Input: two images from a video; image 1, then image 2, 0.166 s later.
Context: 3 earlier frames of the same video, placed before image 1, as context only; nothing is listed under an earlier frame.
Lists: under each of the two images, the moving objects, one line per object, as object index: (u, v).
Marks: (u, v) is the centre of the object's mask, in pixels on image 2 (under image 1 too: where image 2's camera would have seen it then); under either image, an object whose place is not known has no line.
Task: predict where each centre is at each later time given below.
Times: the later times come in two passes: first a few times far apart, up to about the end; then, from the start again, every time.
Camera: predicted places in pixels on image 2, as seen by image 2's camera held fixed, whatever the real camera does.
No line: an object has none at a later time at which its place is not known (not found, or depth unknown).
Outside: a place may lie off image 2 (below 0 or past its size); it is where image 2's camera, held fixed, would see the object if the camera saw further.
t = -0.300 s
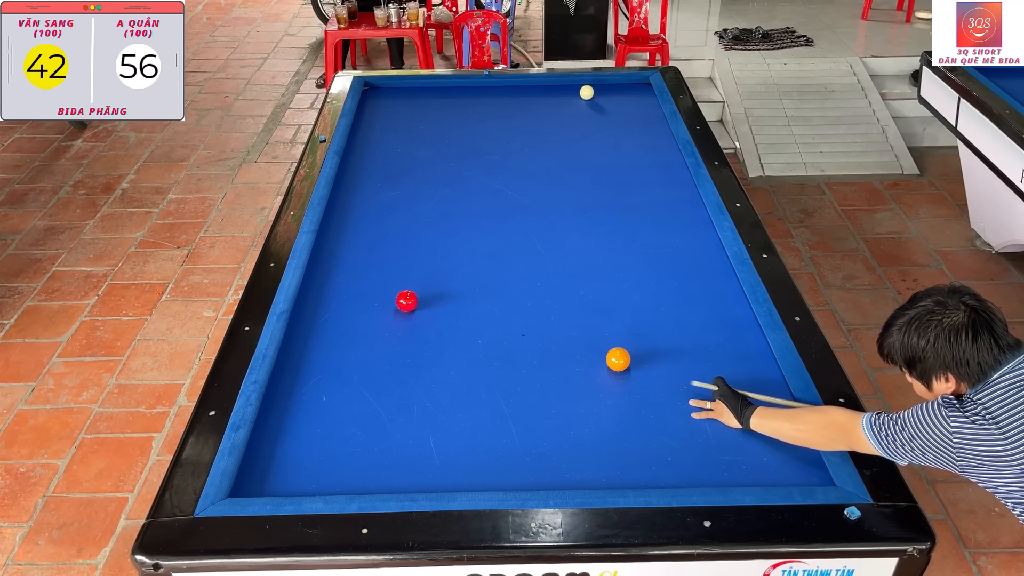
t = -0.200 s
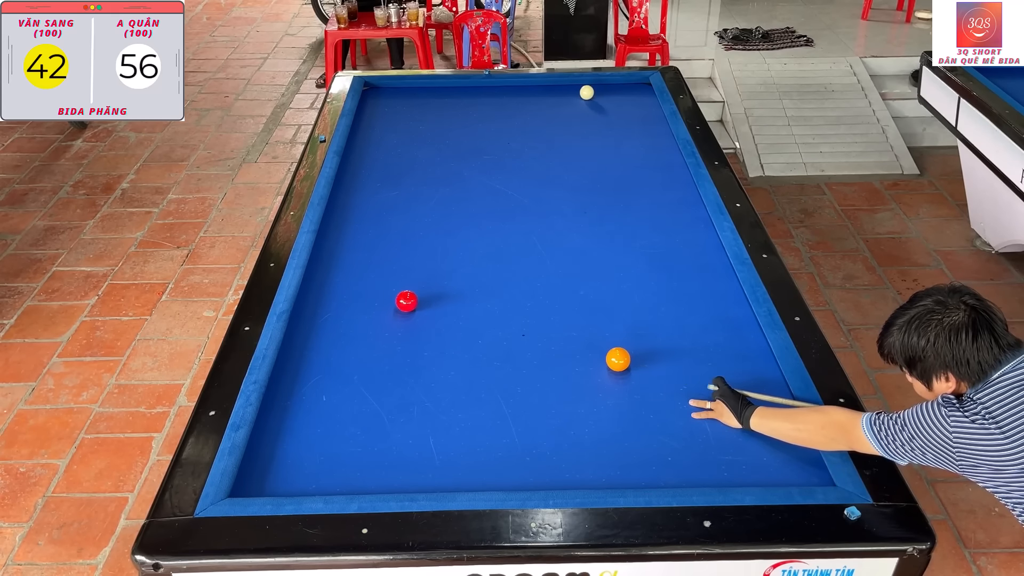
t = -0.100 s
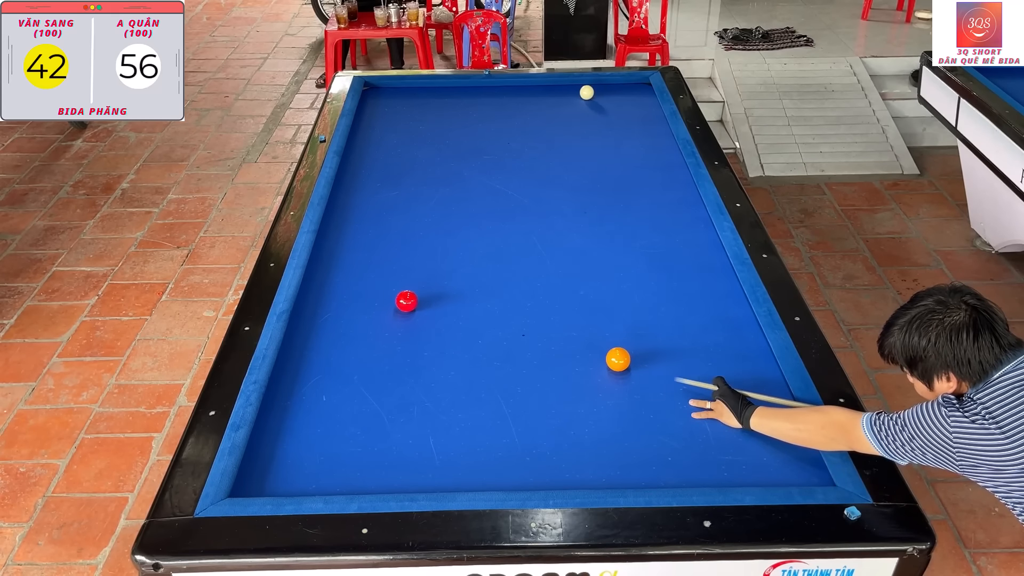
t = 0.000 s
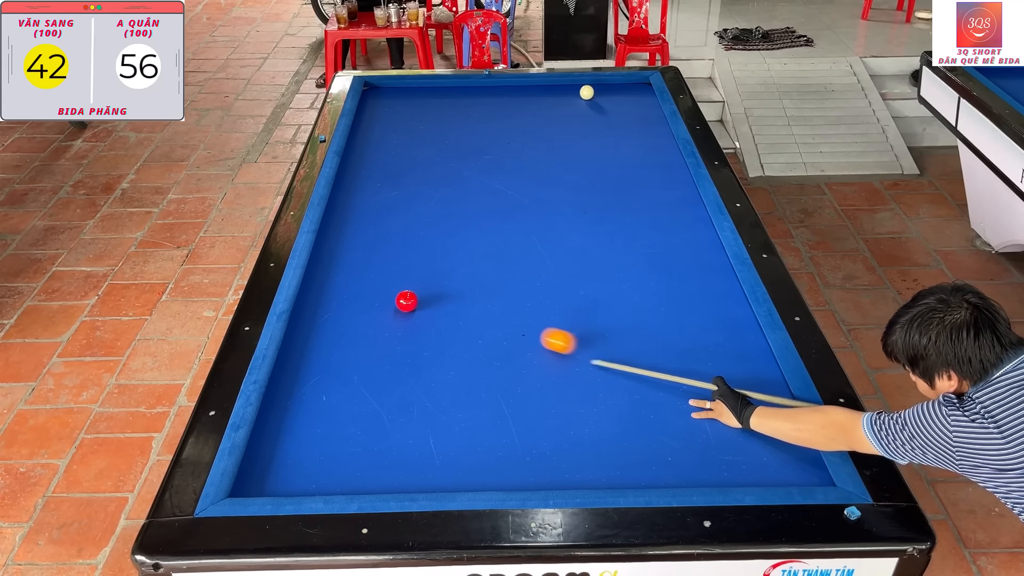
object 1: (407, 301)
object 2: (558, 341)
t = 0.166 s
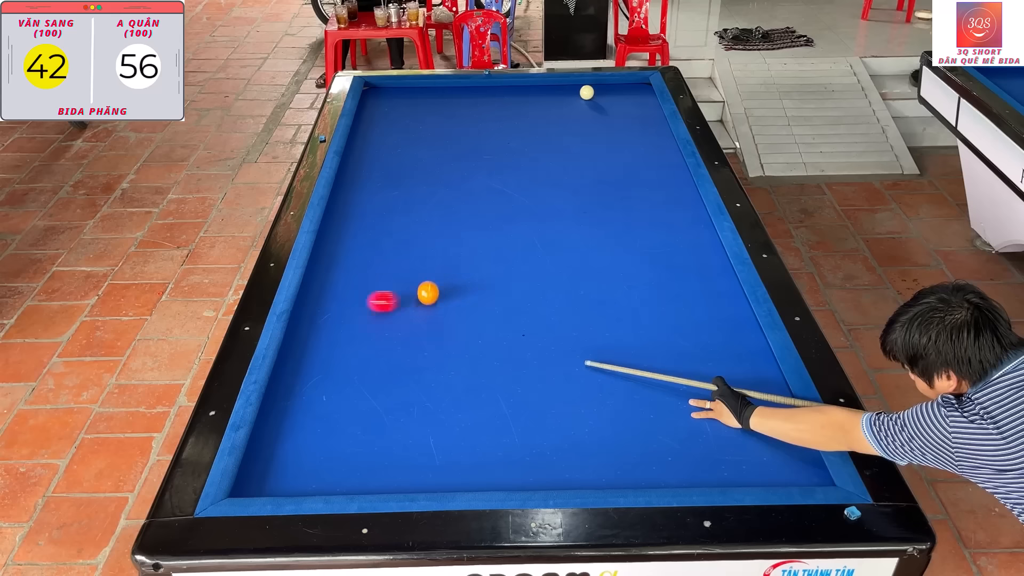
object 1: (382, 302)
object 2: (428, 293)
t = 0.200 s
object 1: (354, 302)
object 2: (428, 284)
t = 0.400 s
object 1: (380, 300)
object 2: (432, 244)
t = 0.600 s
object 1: (481, 296)
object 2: (444, 216)
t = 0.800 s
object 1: (568, 292)
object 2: (460, 195)
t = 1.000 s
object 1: (652, 288)
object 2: (474, 176)
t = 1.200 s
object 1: (728, 285)
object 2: (488, 159)
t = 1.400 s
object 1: (662, 285)
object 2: (500, 143)
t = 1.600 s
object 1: (613, 285)
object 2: (511, 129)
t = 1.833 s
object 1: (561, 285)
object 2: (523, 113)
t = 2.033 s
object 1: (518, 285)
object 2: (532, 101)
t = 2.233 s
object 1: (475, 285)
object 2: (541, 89)
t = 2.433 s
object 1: (433, 285)
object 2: (547, 85)
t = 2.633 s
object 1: (392, 284)
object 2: (549, 91)
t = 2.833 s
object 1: (351, 284)
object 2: (551, 96)
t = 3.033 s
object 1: (311, 284)
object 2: (552, 102)
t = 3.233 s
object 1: (337, 283)
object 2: (554, 107)
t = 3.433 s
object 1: (359, 282)
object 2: (556, 112)
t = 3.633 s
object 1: (380, 281)
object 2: (558, 118)
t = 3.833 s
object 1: (400, 281)
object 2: (559, 123)
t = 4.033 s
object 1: (420, 280)
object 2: (561, 128)
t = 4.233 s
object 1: (439, 279)
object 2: (563, 133)
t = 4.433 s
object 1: (458, 279)
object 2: (565, 138)
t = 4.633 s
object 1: (476, 278)
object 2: (567, 143)
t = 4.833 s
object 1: (493, 278)
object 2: (569, 148)
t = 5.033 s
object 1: (510, 277)
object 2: (571, 152)
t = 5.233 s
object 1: (526, 277)
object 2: (573, 157)
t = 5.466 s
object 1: (545, 276)
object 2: (576, 162)
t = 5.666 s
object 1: (560, 276)
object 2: (578, 167)
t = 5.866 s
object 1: (574, 276)
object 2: (580, 171)
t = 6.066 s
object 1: (588, 276)
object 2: (582, 175)
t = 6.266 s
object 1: (602, 275)
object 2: (584, 179)
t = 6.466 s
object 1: (615, 275)
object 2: (586, 183)
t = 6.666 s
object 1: (628, 275)
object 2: (588, 186)
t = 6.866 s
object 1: (640, 275)
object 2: (590, 190)
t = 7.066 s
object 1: (652, 276)
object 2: (592, 193)
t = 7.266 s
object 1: (663, 276)
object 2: (594, 196)
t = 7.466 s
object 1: (674, 276)
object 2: (595, 199)
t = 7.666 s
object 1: (684, 277)
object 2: (597, 202)
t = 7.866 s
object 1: (694, 277)
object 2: (598, 204)
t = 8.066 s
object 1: (703, 278)
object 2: (600, 207)
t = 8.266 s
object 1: (711, 278)
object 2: (601, 209)
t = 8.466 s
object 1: (719, 279)
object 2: (603, 210)
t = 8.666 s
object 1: (727, 279)
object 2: (603, 212)
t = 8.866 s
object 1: (725, 279)
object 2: (604, 213)
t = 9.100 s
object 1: (720, 280)
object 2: (605, 214)
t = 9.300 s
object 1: (717, 280)
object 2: (605, 215)
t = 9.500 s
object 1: (715, 280)
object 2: (605, 215)
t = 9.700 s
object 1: (712, 280)
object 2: (605, 215)
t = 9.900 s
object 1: (711, 280)
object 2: (605, 215)
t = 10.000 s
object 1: (711, 280)
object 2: (605, 215)
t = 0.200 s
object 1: (354, 302)
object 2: (428, 284)
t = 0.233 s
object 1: (327, 303)
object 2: (428, 277)
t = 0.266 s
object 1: (305, 303)
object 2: (428, 269)
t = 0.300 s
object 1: (322, 302)
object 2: (429, 262)
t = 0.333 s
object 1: (342, 302)
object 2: (430, 256)
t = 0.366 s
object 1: (361, 301)
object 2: (431, 250)
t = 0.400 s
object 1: (380, 300)
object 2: (432, 244)
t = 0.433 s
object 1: (398, 299)
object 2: (433, 238)
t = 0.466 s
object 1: (416, 299)
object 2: (435, 233)
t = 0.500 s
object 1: (433, 298)
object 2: (437, 228)
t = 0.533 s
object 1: (450, 297)
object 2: (439, 224)
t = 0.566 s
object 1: (466, 297)
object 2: (441, 220)
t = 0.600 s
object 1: (481, 296)
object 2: (444, 216)
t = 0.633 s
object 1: (496, 295)
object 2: (446, 212)
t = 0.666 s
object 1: (511, 295)
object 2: (449, 209)
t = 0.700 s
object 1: (525, 294)
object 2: (452, 205)
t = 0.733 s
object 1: (539, 293)
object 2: (454, 201)
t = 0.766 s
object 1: (553, 293)
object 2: (457, 198)
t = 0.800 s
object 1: (568, 292)
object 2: (460, 195)
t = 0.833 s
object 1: (582, 291)
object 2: (462, 192)
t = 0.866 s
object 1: (596, 291)
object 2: (465, 188)
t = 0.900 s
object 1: (610, 290)
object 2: (467, 185)
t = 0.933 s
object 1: (624, 290)
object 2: (469, 182)
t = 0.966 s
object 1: (638, 289)
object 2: (472, 179)
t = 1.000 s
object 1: (652, 288)
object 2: (474, 176)
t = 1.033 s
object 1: (666, 288)
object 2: (477, 173)
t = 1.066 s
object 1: (680, 287)
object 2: (479, 170)
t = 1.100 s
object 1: (695, 286)
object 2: (481, 167)
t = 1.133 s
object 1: (708, 286)
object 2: (483, 164)
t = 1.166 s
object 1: (722, 285)
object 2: (485, 162)
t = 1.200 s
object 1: (728, 285)
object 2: (488, 159)
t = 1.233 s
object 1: (716, 285)
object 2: (490, 156)
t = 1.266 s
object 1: (704, 285)
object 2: (492, 154)
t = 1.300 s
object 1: (693, 285)
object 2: (494, 151)
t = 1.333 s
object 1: (682, 285)
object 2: (496, 148)
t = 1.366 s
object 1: (672, 285)
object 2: (498, 146)
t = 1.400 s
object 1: (662, 285)
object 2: (500, 143)
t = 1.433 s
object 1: (653, 285)
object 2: (502, 141)
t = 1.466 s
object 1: (644, 285)
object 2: (504, 138)
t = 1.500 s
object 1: (636, 285)
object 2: (505, 136)
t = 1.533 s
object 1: (628, 285)
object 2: (507, 133)
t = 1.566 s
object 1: (621, 285)
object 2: (509, 131)
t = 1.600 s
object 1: (613, 285)
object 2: (511, 129)
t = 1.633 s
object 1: (606, 285)
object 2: (513, 126)
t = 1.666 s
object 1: (598, 285)
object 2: (515, 124)
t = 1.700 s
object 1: (591, 285)
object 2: (516, 122)
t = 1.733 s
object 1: (583, 285)
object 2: (518, 120)
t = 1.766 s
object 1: (576, 285)
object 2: (520, 117)
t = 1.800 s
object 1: (569, 285)
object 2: (521, 115)
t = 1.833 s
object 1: (561, 285)
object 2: (523, 113)
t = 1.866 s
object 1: (554, 285)
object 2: (525, 111)
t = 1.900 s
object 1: (547, 285)
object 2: (526, 109)
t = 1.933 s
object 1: (539, 285)
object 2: (528, 107)
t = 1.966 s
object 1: (532, 285)
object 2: (529, 105)
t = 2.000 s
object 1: (525, 285)
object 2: (531, 103)
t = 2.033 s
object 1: (518, 285)
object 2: (532, 101)
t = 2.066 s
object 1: (511, 285)
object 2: (534, 99)
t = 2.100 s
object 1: (504, 285)
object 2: (535, 97)
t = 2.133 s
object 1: (496, 285)
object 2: (537, 95)
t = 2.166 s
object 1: (489, 285)
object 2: (538, 93)
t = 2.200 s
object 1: (482, 285)
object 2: (540, 91)
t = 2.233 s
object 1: (475, 285)
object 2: (541, 89)
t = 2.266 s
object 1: (468, 285)
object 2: (543, 87)
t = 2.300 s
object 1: (461, 285)
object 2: (544, 86)
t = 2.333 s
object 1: (454, 285)
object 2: (545, 84)
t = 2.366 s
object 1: (447, 285)
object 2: (547, 83)
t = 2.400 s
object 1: (440, 285)
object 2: (547, 84)
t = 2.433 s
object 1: (433, 285)
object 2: (547, 85)
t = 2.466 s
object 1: (426, 285)
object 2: (547, 87)
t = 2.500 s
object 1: (419, 285)
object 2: (548, 88)
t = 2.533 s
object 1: (412, 285)
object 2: (548, 89)
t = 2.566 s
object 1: (406, 284)
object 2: (548, 90)
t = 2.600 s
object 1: (399, 284)
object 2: (549, 90)
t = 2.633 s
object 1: (392, 284)
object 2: (549, 91)
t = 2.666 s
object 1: (385, 284)
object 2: (549, 92)
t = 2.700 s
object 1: (378, 284)
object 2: (549, 93)
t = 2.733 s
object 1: (371, 284)
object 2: (550, 94)
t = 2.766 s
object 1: (364, 284)
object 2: (550, 95)
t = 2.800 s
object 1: (358, 284)
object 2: (550, 96)
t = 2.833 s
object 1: (351, 284)
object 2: (551, 96)
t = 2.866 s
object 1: (344, 284)
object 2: (551, 97)
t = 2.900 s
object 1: (337, 284)
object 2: (551, 98)
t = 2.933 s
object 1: (330, 284)
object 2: (552, 99)
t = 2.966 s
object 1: (324, 284)
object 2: (552, 100)
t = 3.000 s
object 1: (317, 284)
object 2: (552, 101)
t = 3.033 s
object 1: (311, 284)
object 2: (552, 102)
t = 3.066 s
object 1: (315, 284)
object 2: (553, 103)
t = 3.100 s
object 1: (320, 284)
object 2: (553, 104)
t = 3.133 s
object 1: (325, 283)
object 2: (553, 104)
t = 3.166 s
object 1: (329, 283)
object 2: (554, 105)
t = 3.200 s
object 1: (334, 283)
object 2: (554, 106)
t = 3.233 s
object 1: (337, 283)
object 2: (554, 107)
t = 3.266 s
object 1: (341, 283)
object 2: (554, 108)
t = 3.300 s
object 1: (344, 283)
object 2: (555, 109)
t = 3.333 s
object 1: (348, 283)
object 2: (555, 110)
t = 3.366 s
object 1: (352, 283)
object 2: (555, 110)
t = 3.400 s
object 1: (355, 282)
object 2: (556, 111)
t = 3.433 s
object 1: (359, 282)
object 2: (556, 112)
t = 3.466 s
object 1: (362, 282)
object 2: (556, 113)
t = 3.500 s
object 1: (366, 282)
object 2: (556, 114)
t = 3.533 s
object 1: (369, 282)
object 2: (557, 115)
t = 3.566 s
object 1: (373, 282)
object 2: (557, 116)
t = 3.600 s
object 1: (376, 281)
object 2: (557, 117)
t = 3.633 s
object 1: (380, 281)
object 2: (558, 118)
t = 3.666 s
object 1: (383, 281)
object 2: (558, 118)
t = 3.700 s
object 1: (387, 281)
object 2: (558, 119)
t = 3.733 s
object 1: (390, 281)
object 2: (558, 120)
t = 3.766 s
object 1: (393, 281)
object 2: (559, 121)
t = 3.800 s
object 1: (397, 281)
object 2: (559, 122)
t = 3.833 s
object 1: (400, 281)
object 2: (559, 123)
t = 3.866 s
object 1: (404, 281)
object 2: (560, 124)
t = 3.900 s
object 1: (407, 280)
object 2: (560, 125)
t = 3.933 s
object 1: (410, 280)
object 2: (560, 125)
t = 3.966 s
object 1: (414, 280)
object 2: (561, 126)
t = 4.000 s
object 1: (417, 280)
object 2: (561, 127)
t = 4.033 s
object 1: (420, 280)
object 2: (561, 128)
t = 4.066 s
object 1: (423, 280)
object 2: (561, 129)
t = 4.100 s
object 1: (427, 280)
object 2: (562, 130)
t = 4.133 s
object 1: (430, 280)
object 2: (562, 131)
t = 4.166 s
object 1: (433, 280)
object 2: (562, 131)
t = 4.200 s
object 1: (436, 279)
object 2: (563, 132)
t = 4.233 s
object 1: (439, 279)
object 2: (563, 133)
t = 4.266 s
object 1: (442, 279)
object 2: (563, 134)
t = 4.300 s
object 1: (445, 279)
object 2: (564, 135)
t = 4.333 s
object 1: (448, 279)
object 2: (564, 136)
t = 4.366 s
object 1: (452, 279)
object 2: (564, 137)
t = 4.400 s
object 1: (455, 279)
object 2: (565, 137)
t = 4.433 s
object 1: (458, 279)
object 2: (565, 138)
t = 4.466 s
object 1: (461, 279)
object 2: (565, 139)
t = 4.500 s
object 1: (464, 279)
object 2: (566, 140)
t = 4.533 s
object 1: (467, 279)
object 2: (566, 140)
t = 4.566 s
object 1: (470, 278)
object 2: (566, 141)
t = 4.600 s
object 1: (473, 278)
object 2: (567, 142)
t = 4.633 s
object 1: (476, 278)
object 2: (567, 143)
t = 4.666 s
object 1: (479, 278)
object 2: (567, 144)
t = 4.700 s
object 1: (482, 278)
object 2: (568, 145)
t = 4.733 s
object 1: (484, 278)
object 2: (568, 145)
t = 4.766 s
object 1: (487, 278)
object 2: (569, 146)
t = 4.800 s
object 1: (490, 278)
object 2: (569, 147)
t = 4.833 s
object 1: (493, 278)
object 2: (569, 148)
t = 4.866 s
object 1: (496, 278)
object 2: (570, 149)
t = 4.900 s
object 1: (499, 277)
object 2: (570, 149)
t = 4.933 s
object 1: (502, 277)
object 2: (570, 150)
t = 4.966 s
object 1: (505, 277)
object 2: (571, 151)
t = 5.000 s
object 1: (507, 277)
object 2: (571, 152)
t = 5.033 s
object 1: (510, 277)
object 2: (571, 152)
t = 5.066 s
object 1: (513, 277)
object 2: (572, 153)
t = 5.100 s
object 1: (516, 277)
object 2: (572, 154)
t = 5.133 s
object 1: (518, 277)
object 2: (572, 155)
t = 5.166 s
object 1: (521, 277)
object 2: (573, 156)
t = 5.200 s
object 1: (524, 276)
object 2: (573, 156)
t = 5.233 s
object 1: (526, 277)
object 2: (573, 157)
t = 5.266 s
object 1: (529, 277)
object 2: (574, 158)
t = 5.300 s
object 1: (532, 277)
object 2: (574, 159)
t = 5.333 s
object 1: (534, 276)
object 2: (574, 159)
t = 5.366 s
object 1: (537, 276)
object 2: (575, 160)
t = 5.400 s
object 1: (539, 276)
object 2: (575, 161)
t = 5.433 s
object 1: (542, 276)
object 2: (576, 161)
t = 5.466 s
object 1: (545, 276)
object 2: (576, 162)
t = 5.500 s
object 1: (547, 276)
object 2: (576, 163)
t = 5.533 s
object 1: (550, 276)
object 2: (577, 164)
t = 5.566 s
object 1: (552, 276)
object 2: (577, 165)
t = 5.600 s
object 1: (555, 276)
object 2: (577, 165)
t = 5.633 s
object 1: (557, 276)
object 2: (578, 166)
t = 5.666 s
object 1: (560, 276)
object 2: (578, 167)
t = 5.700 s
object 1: (562, 276)
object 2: (578, 167)
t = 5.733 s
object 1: (565, 276)
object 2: (579, 168)
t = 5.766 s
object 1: (567, 276)
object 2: (579, 169)
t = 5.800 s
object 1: (570, 276)
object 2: (579, 170)
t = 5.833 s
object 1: (572, 276)
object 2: (580, 170)
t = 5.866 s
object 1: (574, 276)
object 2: (580, 171)
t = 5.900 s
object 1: (577, 276)
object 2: (580, 172)
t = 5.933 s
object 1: (579, 276)
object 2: (581, 172)
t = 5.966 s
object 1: (581, 276)
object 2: (581, 173)
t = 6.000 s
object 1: (584, 276)
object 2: (581, 174)
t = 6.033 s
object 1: (586, 276)
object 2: (582, 174)
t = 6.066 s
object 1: (588, 276)
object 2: (582, 175)
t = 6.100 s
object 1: (591, 276)
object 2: (582, 176)
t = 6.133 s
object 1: (593, 276)
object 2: (583, 176)
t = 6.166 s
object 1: (595, 276)
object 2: (583, 177)
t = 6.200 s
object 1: (597, 275)
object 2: (583, 178)
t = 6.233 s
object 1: (600, 275)
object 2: (584, 178)
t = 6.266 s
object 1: (602, 275)
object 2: (584, 179)
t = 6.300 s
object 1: (604, 275)
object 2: (584, 180)
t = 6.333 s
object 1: (606, 275)
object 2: (585, 180)
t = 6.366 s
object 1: (609, 275)
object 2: (585, 181)
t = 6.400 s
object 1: (611, 275)
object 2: (585, 182)
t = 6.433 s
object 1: (613, 275)
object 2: (586, 182)
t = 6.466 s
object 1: (615, 275)
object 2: (586, 183)
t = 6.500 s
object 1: (617, 275)
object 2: (586, 183)
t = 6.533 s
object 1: (619, 275)
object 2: (587, 184)
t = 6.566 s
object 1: (622, 275)
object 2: (587, 185)
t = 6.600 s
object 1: (624, 275)
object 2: (587, 185)
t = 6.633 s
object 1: (626, 275)
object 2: (588, 186)
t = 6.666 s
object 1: (628, 275)
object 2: (588, 186)
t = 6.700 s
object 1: (630, 275)
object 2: (588, 187)
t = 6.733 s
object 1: (632, 275)
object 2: (589, 187)
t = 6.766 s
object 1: (634, 275)
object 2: (589, 188)
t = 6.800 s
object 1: (636, 275)
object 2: (589, 189)
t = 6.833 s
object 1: (638, 275)
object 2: (590, 189)
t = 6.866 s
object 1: (640, 275)
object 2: (590, 190)
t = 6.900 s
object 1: (642, 275)
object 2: (590, 190)
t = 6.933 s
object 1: (644, 275)
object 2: (591, 191)
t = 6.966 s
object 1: (646, 275)
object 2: (591, 192)
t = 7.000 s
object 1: (648, 276)
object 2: (591, 192)
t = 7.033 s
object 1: (650, 276)
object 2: (592, 193)
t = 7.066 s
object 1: (652, 276)
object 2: (592, 193)
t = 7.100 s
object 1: (654, 276)
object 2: (592, 194)
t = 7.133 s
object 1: (656, 276)
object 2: (592, 194)
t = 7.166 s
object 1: (658, 276)
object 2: (593, 195)
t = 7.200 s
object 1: (659, 276)
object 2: (593, 195)
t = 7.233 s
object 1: (661, 276)
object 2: (593, 196)
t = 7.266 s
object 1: (663, 276)
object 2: (594, 196)
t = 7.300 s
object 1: (665, 276)
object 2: (594, 197)
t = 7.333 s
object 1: (667, 276)
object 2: (594, 197)
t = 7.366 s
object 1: (669, 276)
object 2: (594, 198)
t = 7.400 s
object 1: (670, 276)
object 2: (595, 198)
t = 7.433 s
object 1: (672, 276)
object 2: (595, 199)
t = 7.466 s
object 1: (674, 276)
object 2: (595, 199)
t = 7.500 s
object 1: (676, 276)
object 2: (595, 200)
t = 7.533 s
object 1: (677, 276)
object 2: (596, 200)
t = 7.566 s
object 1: (679, 277)
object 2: (596, 201)
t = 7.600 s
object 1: (681, 277)
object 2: (596, 201)
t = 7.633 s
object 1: (682, 277)
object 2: (596, 201)
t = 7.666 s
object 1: (684, 277)
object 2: (597, 202)
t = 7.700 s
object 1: (686, 277)
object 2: (597, 202)
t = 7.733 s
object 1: (687, 277)
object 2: (597, 203)
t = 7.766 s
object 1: (689, 277)
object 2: (598, 203)
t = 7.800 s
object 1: (690, 277)
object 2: (598, 204)
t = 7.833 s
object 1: (692, 277)
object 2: (598, 204)
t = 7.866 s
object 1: (694, 277)
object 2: (598, 204)
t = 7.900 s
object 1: (695, 277)
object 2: (598, 205)
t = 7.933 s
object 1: (697, 277)
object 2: (599, 205)
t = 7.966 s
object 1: (698, 277)
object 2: (599, 205)
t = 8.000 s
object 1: (700, 277)
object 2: (600, 206)
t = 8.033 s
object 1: (701, 278)
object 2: (600, 206)
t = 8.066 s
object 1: (703, 278)
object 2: (600, 207)
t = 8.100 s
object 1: (704, 278)
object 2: (600, 207)
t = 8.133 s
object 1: (706, 278)
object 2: (601, 207)
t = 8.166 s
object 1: (707, 278)
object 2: (601, 208)
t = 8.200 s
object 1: (708, 278)
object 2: (601, 208)
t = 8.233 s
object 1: (710, 278)
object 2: (601, 208)
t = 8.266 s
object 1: (711, 278)
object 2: (601, 209)
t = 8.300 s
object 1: (713, 278)
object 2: (602, 209)
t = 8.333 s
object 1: (714, 278)
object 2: (602, 209)
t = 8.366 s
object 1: (715, 278)
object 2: (602, 210)
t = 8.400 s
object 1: (717, 278)
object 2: (602, 210)
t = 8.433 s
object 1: (718, 279)
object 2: (602, 210)
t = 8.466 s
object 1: (719, 279)
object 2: (603, 210)
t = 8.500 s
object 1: (721, 279)
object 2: (603, 210)
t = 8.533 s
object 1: (722, 279)
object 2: (603, 211)
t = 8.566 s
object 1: (723, 279)
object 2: (603, 211)
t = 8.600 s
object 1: (724, 279)
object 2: (603, 211)
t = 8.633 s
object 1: (726, 279)
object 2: (603, 211)
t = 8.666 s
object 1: (727, 279)
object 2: (603, 212)
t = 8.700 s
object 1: (728, 279)
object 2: (603, 212)
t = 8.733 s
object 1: (727, 279)
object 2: (604, 212)
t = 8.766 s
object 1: (727, 279)
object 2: (604, 212)
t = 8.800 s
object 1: (726, 279)
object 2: (604, 212)
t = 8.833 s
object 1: (725, 279)
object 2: (604, 213)
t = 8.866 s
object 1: (725, 279)
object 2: (604, 213)
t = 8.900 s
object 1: (724, 279)
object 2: (604, 213)
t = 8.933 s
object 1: (723, 279)
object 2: (605, 213)
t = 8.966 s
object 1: (723, 279)
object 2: (605, 213)
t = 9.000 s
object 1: (722, 279)
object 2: (605, 213)
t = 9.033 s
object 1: (722, 280)
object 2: (605, 214)
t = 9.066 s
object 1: (721, 280)
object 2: (605, 214)
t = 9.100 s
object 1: (720, 280)
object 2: (605, 214)
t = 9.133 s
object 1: (720, 280)
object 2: (605, 214)
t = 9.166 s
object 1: (719, 280)
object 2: (605, 214)
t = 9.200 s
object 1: (719, 280)
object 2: (605, 214)
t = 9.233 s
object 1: (718, 280)
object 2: (605, 214)
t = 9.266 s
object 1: (718, 280)
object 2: (605, 215)
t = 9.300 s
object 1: (717, 280)
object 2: (605, 215)
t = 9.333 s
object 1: (717, 280)
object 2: (605, 215)
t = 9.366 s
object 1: (716, 280)
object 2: (605, 215)
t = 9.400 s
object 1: (716, 280)
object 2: (605, 215)
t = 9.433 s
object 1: (715, 280)
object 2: (605, 215)
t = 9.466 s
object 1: (715, 280)
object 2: (605, 215)
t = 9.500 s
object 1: (715, 280)
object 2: (605, 215)
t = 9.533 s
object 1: (714, 280)
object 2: (605, 215)
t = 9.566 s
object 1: (714, 280)
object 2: (605, 215)
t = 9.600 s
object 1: (713, 280)
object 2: (605, 215)
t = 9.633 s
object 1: (713, 280)
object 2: (605, 215)
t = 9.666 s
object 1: (713, 280)
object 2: (605, 215)
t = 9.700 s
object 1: (712, 280)
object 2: (605, 215)
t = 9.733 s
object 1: (712, 280)
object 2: (605, 215)
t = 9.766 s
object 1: (712, 280)
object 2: (605, 215)
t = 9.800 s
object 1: (712, 280)
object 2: (605, 215)
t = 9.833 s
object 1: (711, 280)
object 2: (605, 215)
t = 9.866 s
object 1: (711, 280)
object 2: (605, 215)
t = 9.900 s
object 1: (711, 280)
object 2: (605, 215)
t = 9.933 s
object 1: (711, 280)
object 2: (605, 215)
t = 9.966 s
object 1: (711, 280)
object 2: (605, 215)
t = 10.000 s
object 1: (711, 280)
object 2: (605, 215)
